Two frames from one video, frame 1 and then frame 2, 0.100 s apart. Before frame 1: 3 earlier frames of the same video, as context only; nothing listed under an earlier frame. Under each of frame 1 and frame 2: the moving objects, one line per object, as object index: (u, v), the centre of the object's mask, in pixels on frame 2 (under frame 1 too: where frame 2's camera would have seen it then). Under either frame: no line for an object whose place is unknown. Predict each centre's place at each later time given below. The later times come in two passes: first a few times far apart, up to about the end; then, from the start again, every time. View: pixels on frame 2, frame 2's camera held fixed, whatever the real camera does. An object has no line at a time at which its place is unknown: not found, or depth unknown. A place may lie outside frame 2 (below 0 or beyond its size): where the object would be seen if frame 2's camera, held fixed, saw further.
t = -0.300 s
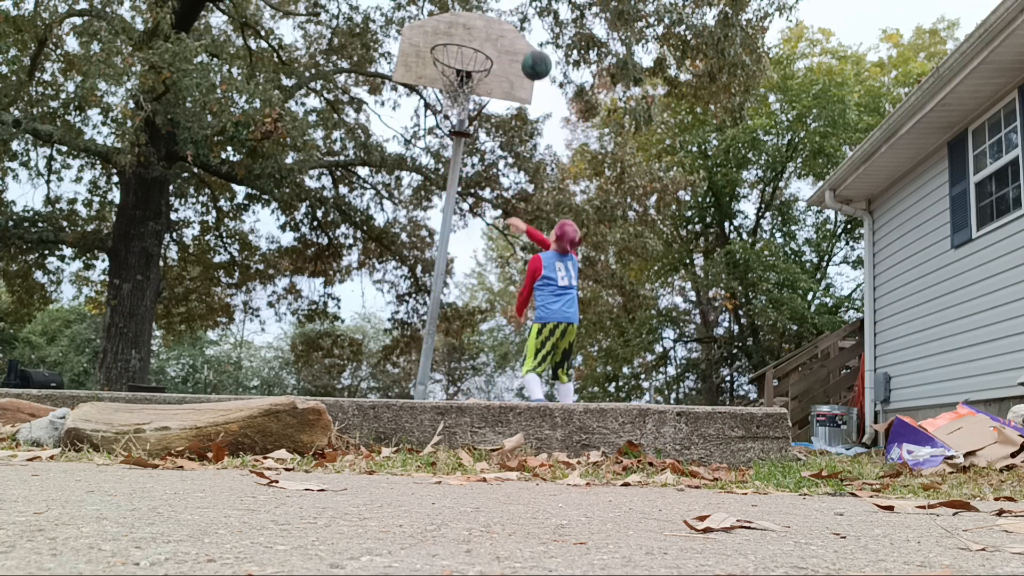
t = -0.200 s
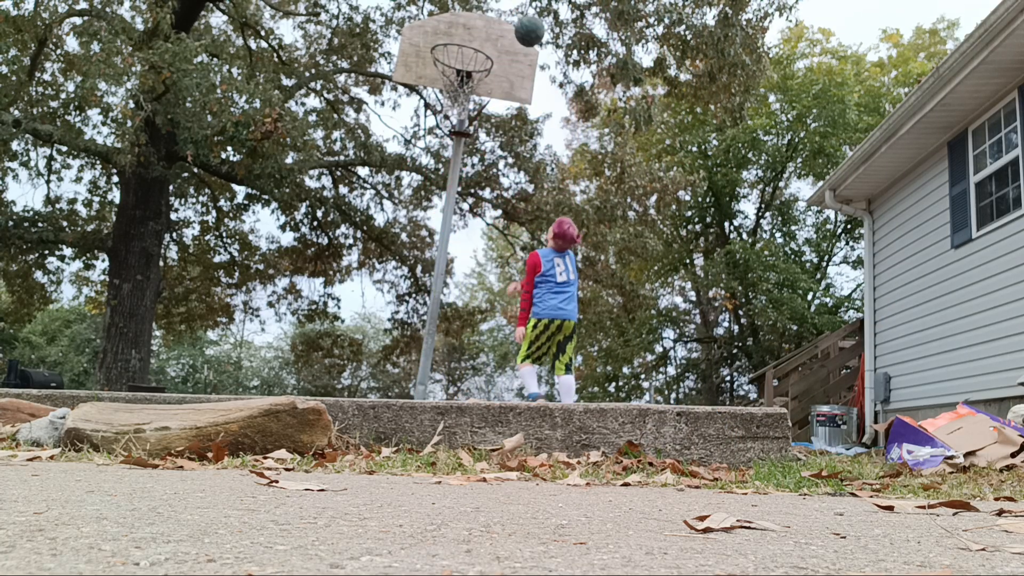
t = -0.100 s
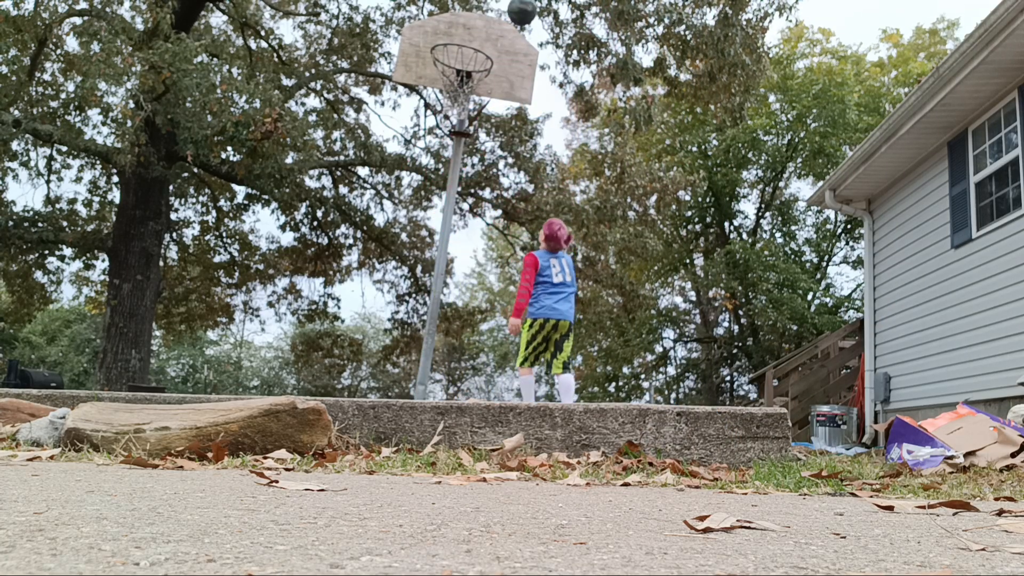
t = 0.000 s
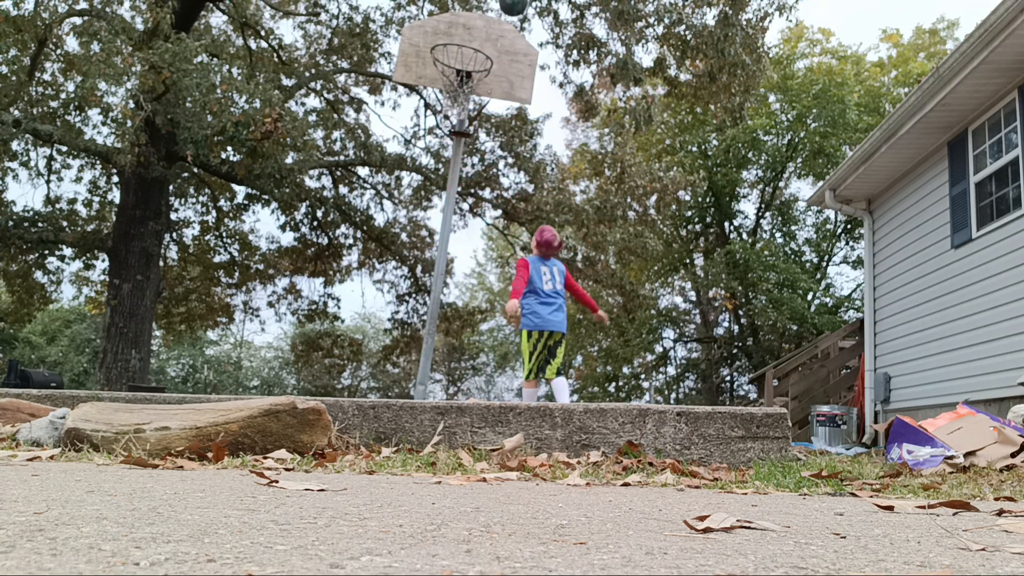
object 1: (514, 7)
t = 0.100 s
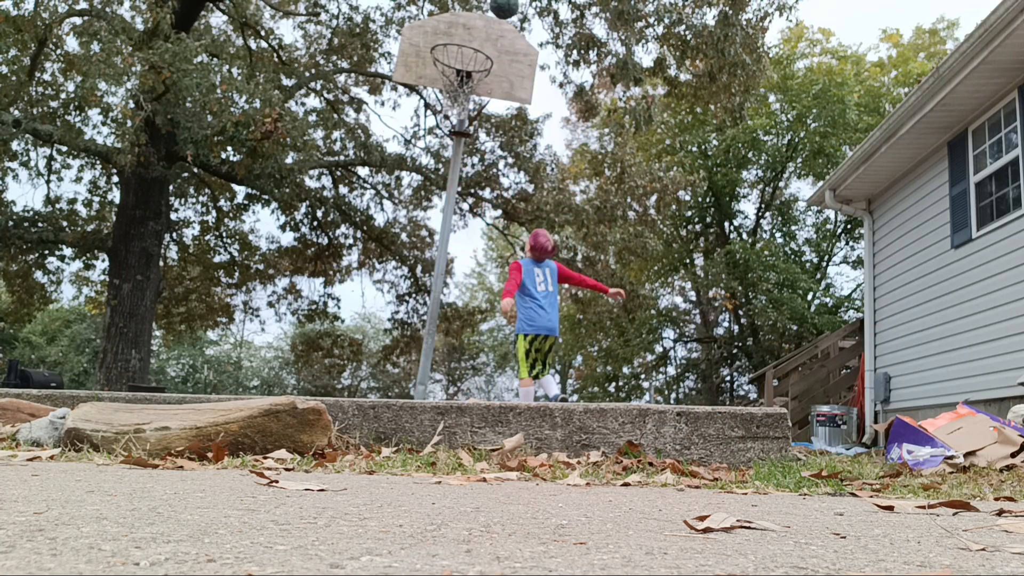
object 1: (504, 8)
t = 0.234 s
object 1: (491, 26)
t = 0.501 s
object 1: (460, 71)
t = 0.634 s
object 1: (446, 80)
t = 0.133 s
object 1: (501, 10)
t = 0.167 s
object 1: (497, 13)
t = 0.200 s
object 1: (494, 19)
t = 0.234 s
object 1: (491, 26)
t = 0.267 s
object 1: (488, 34)
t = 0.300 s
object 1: (484, 45)
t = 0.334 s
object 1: (480, 48)
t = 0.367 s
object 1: (476, 51)
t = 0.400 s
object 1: (472, 54)
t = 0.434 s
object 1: (468, 59)
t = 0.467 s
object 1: (464, 64)
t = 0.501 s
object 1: (460, 71)
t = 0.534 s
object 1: (457, 74)
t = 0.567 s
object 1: (453, 77)
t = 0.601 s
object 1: (449, 79)
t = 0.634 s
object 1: (446, 80)
